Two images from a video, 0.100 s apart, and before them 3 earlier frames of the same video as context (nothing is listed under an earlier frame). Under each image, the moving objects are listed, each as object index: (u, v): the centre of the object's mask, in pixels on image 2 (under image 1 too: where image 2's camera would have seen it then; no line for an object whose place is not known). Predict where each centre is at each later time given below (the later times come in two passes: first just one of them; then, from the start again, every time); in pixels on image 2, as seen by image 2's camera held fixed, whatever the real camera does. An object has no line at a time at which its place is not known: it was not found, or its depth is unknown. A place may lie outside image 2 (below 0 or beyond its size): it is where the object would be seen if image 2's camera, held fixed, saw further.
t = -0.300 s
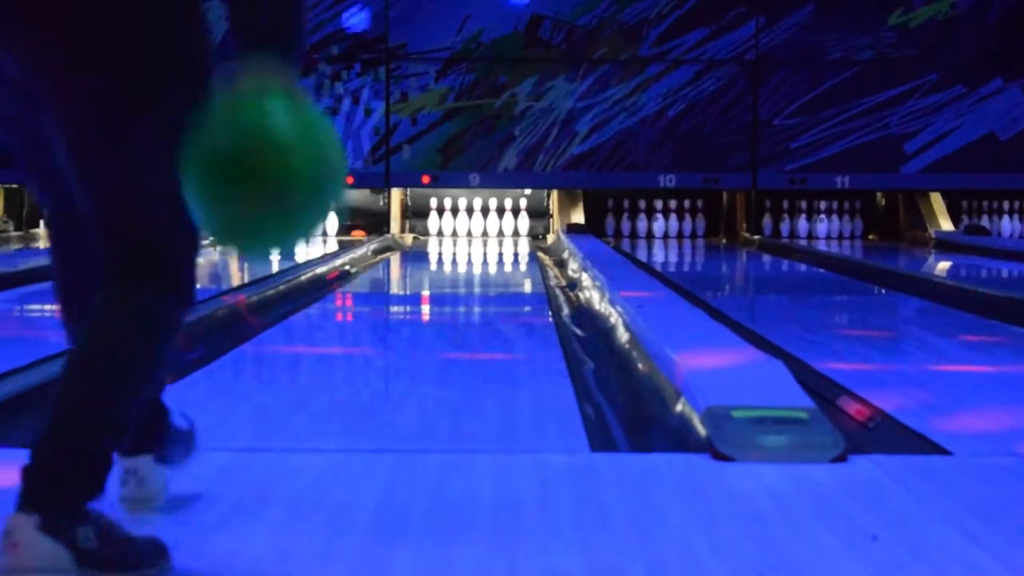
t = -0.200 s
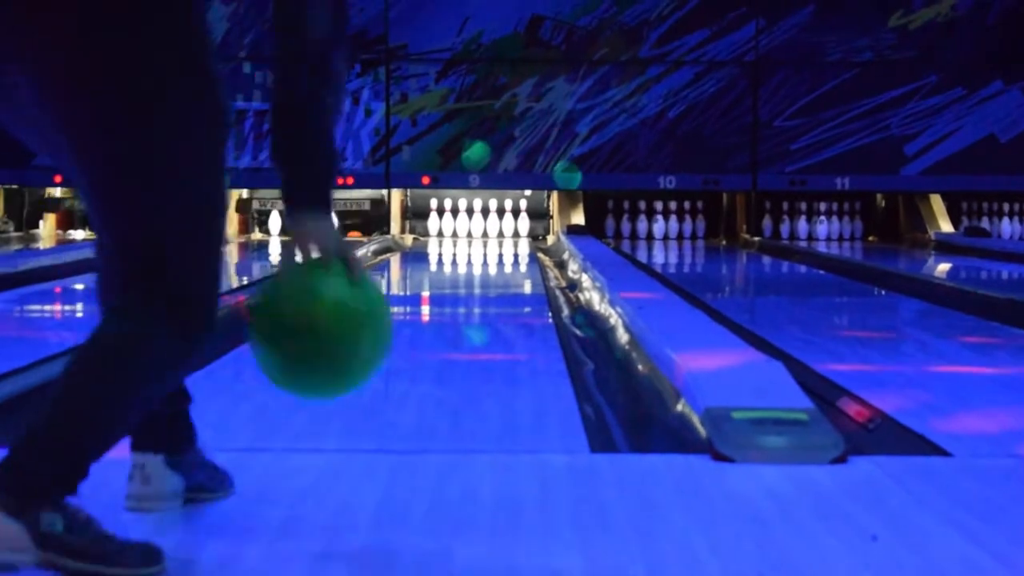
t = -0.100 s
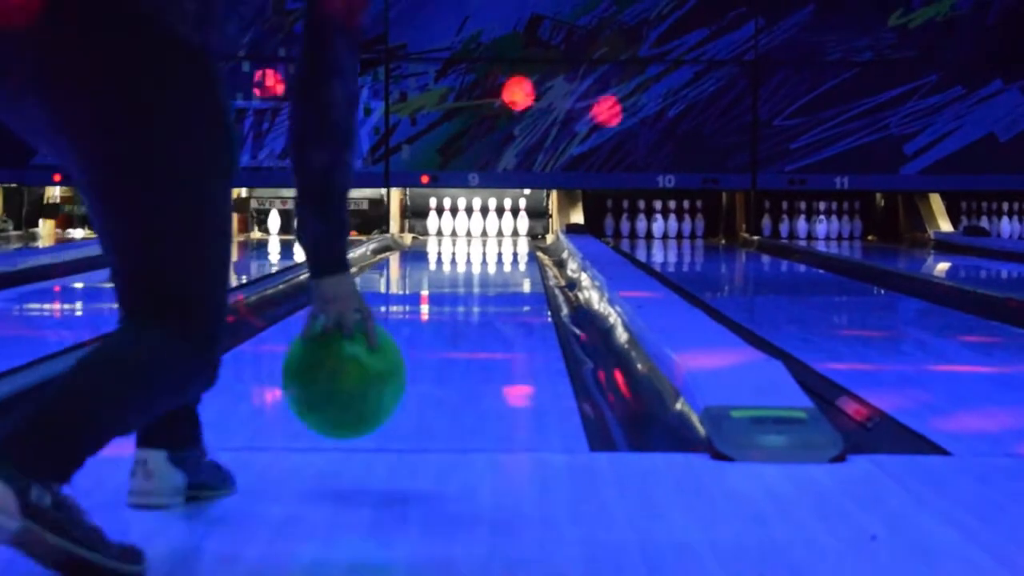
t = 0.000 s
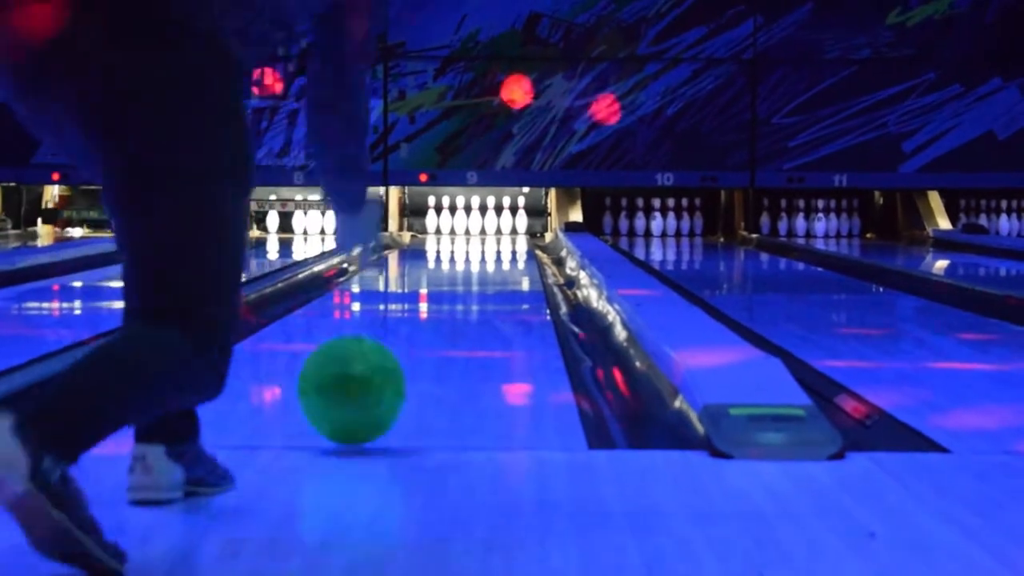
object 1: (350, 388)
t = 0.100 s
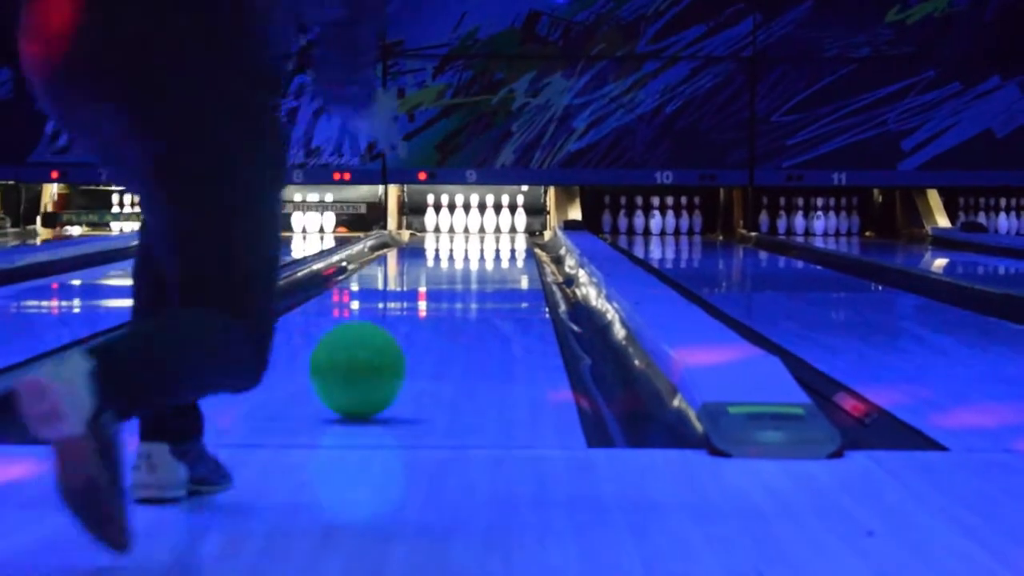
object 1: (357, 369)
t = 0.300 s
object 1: (379, 343)
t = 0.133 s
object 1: (359, 364)
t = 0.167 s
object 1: (361, 358)
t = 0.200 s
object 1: (364, 353)
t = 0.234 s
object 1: (367, 349)
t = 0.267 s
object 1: (371, 345)
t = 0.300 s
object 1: (379, 343)
